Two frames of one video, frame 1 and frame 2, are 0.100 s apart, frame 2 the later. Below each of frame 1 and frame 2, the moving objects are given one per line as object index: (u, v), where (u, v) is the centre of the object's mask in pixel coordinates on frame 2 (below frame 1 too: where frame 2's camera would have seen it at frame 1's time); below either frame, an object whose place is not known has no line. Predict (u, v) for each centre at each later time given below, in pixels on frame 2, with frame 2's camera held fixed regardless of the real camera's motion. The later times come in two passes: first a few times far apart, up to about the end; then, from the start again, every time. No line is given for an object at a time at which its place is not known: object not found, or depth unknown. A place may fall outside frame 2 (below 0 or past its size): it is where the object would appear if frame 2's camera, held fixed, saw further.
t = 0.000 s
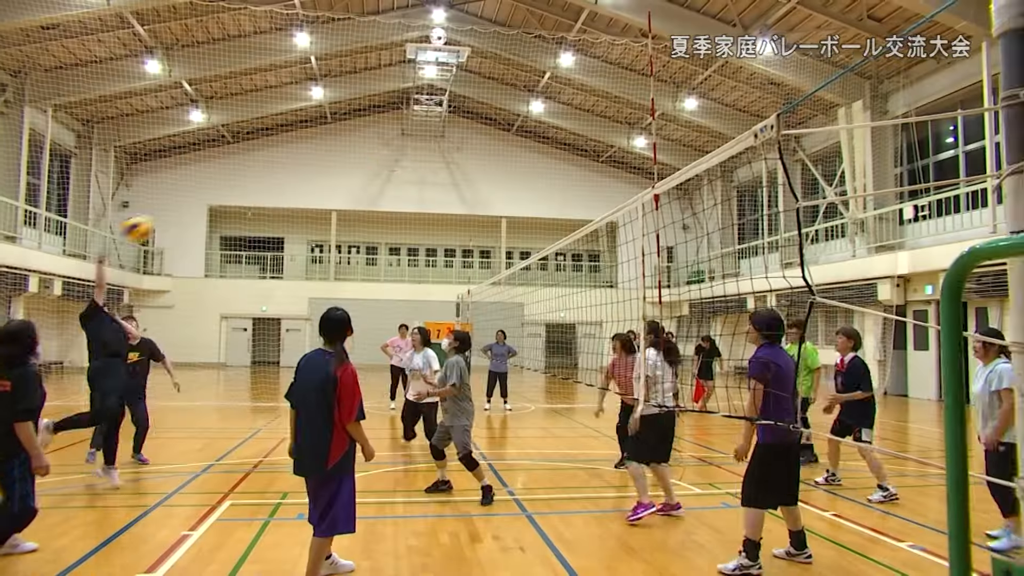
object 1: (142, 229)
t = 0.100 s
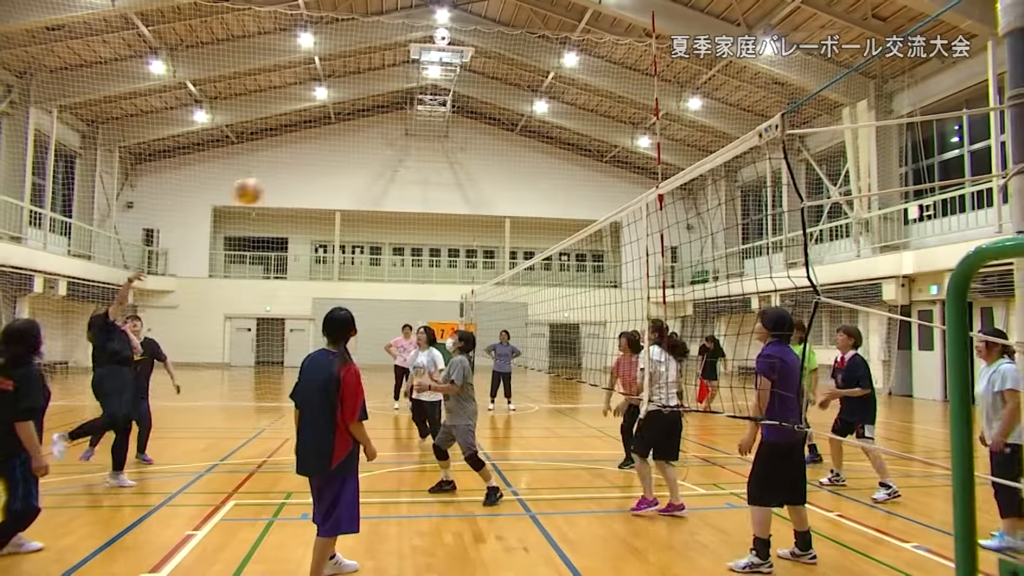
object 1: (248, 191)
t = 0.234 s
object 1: (351, 165)
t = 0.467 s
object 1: (498, 158)
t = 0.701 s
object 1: (608, 204)
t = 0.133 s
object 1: (277, 183)
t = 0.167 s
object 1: (302, 176)
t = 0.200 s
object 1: (327, 170)
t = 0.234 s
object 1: (351, 165)
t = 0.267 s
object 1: (375, 161)
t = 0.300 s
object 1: (397, 157)
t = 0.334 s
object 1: (419, 154)
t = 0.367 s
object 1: (440, 154)
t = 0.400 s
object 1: (460, 154)
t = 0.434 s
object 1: (479, 155)
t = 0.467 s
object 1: (498, 158)
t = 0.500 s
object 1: (516, 162)
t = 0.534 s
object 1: (533, 167)
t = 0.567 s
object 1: (549, 173)
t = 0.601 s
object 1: (565, 181)
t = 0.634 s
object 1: (580, 189)
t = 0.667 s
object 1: (595, 197)
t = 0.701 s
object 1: (608, 204)
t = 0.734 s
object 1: (623, 218)
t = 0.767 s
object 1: (633, 226)
